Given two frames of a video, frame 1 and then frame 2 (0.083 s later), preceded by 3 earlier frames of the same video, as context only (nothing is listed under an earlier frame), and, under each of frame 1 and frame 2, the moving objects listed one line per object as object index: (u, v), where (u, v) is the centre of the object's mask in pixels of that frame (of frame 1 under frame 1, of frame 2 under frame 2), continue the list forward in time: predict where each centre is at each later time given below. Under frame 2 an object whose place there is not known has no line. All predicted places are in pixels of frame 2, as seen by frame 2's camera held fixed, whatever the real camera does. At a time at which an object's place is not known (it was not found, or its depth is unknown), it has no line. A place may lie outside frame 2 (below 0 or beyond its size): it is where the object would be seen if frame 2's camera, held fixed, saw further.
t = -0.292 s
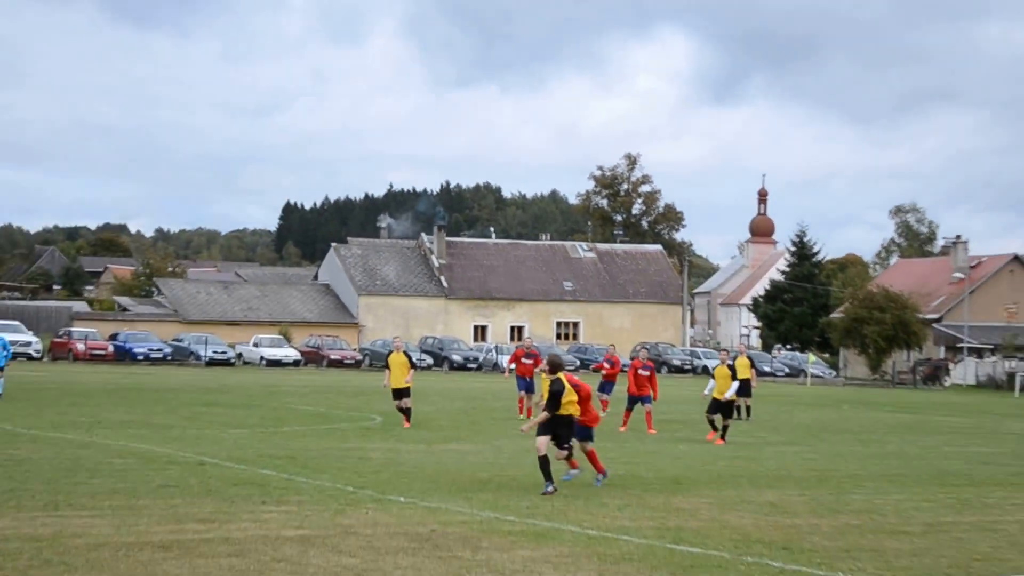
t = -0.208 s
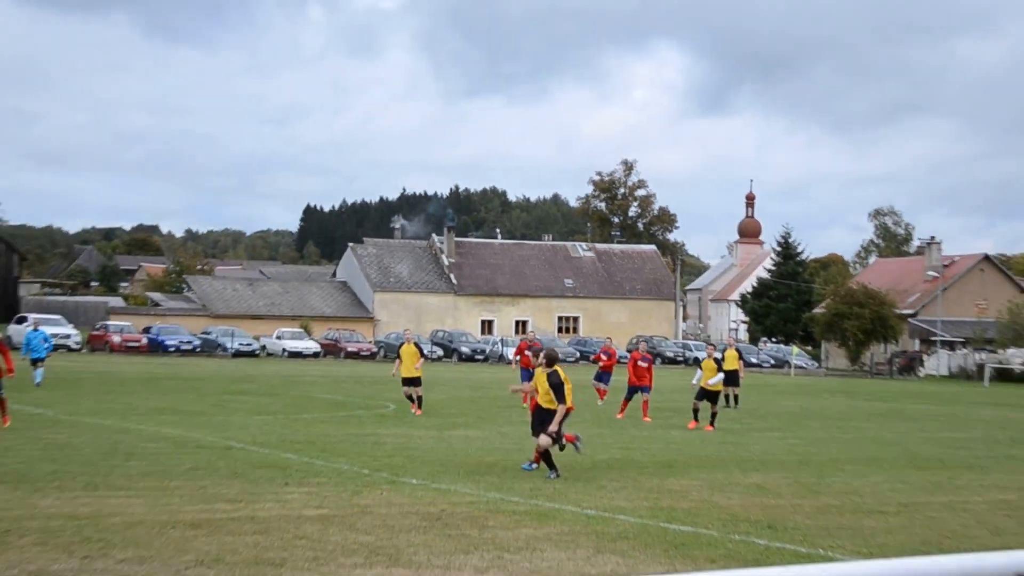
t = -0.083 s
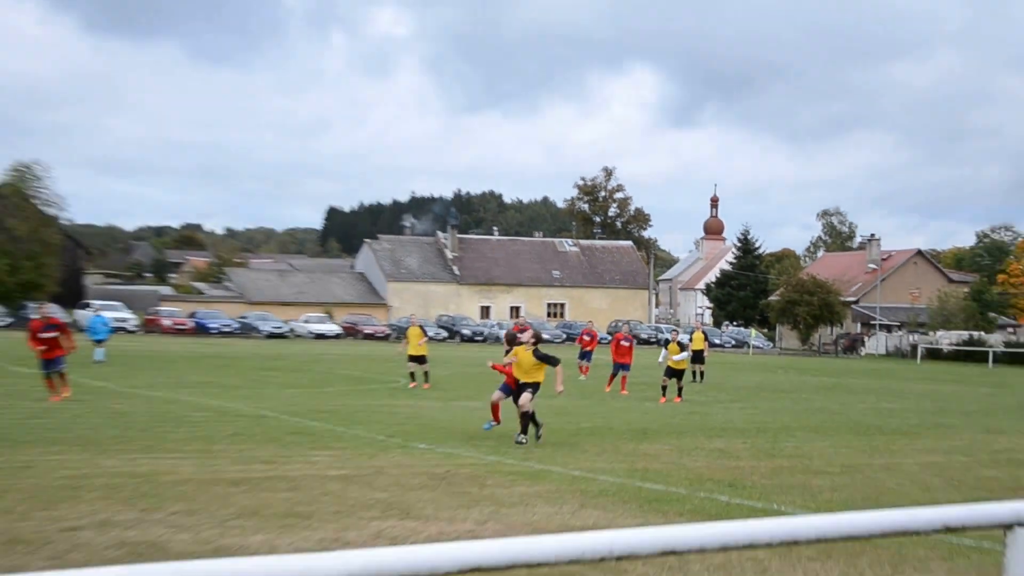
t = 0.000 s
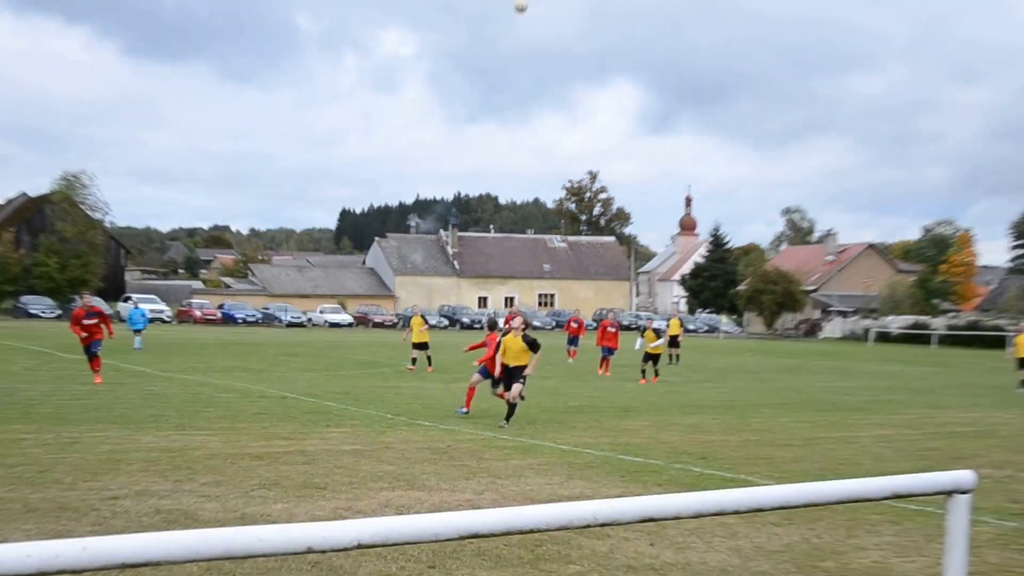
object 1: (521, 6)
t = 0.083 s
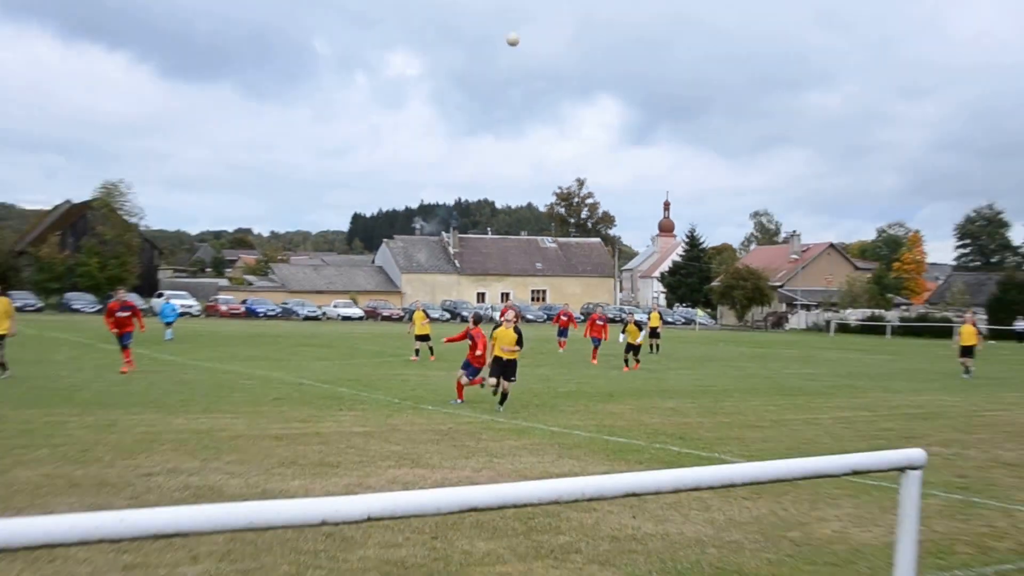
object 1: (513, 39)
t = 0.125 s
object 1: (510, 47)
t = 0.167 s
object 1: (510, 55)
